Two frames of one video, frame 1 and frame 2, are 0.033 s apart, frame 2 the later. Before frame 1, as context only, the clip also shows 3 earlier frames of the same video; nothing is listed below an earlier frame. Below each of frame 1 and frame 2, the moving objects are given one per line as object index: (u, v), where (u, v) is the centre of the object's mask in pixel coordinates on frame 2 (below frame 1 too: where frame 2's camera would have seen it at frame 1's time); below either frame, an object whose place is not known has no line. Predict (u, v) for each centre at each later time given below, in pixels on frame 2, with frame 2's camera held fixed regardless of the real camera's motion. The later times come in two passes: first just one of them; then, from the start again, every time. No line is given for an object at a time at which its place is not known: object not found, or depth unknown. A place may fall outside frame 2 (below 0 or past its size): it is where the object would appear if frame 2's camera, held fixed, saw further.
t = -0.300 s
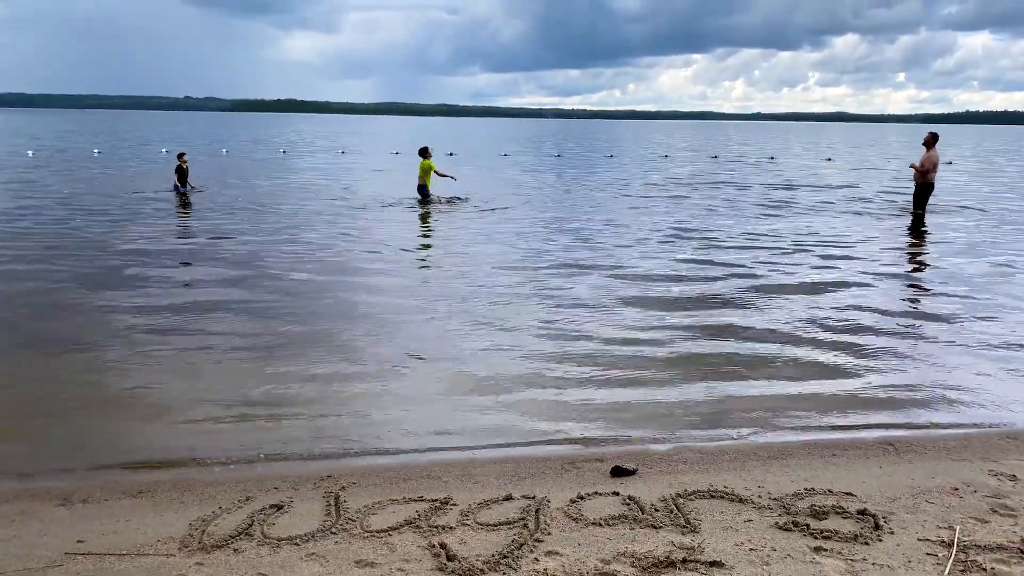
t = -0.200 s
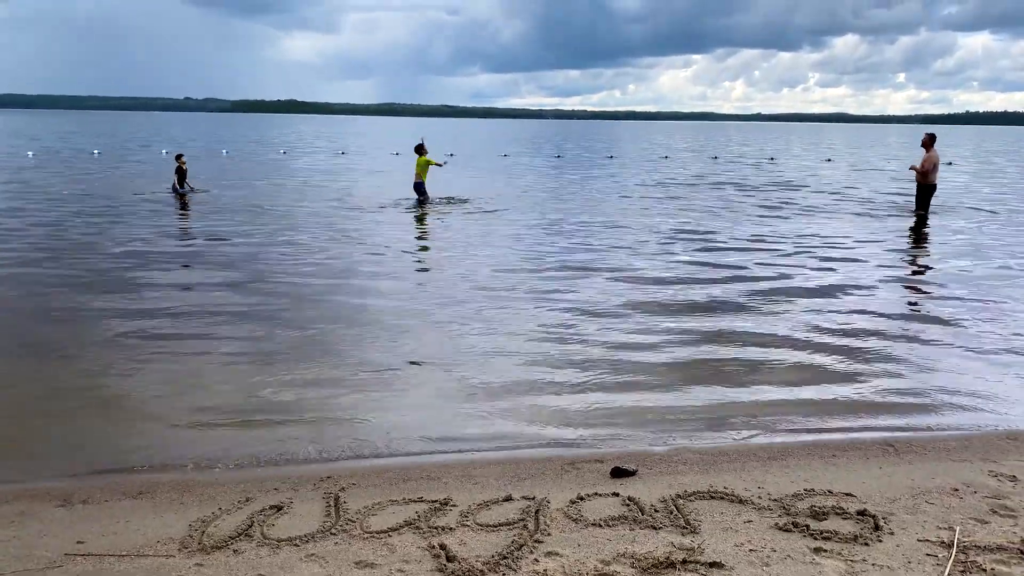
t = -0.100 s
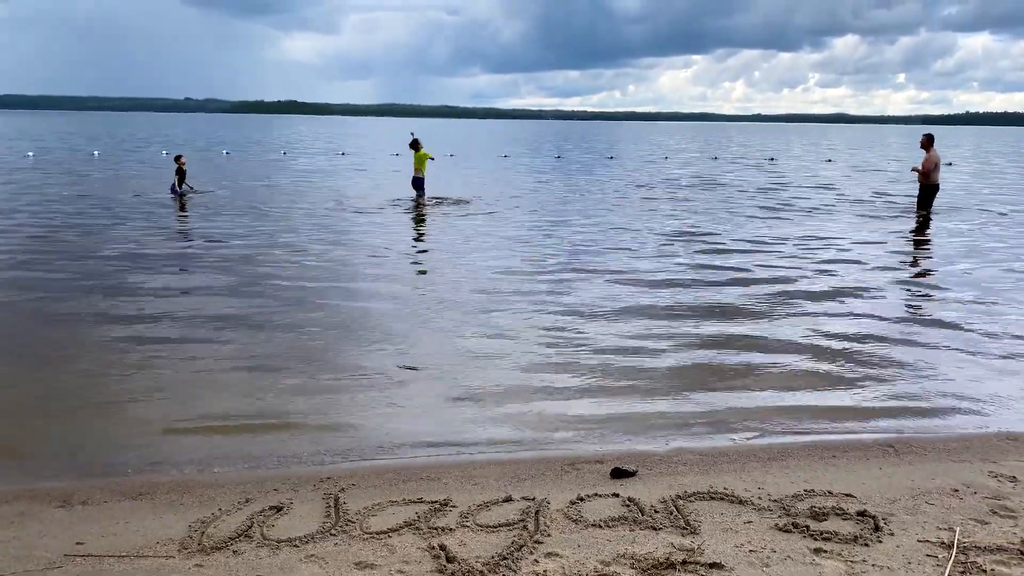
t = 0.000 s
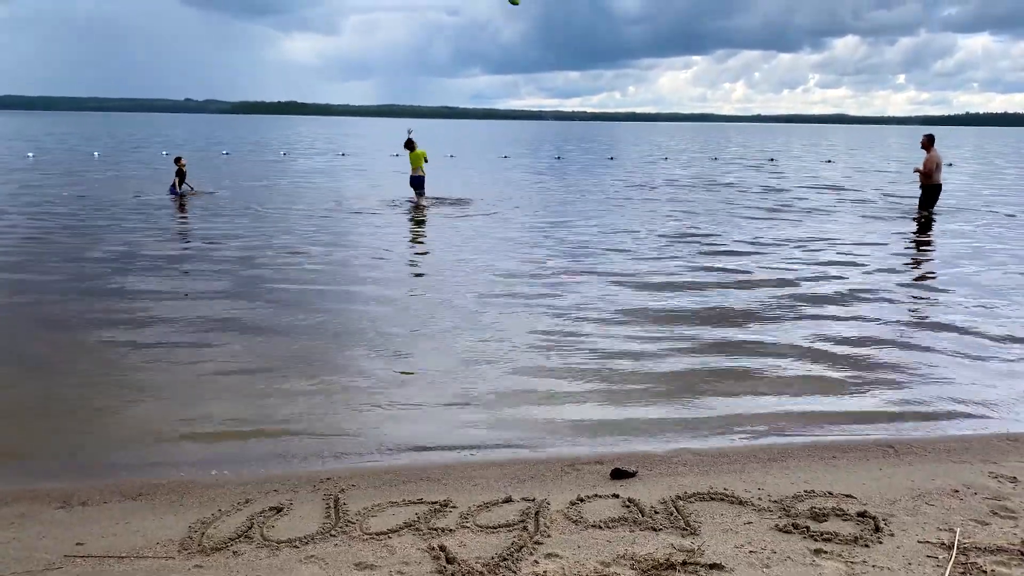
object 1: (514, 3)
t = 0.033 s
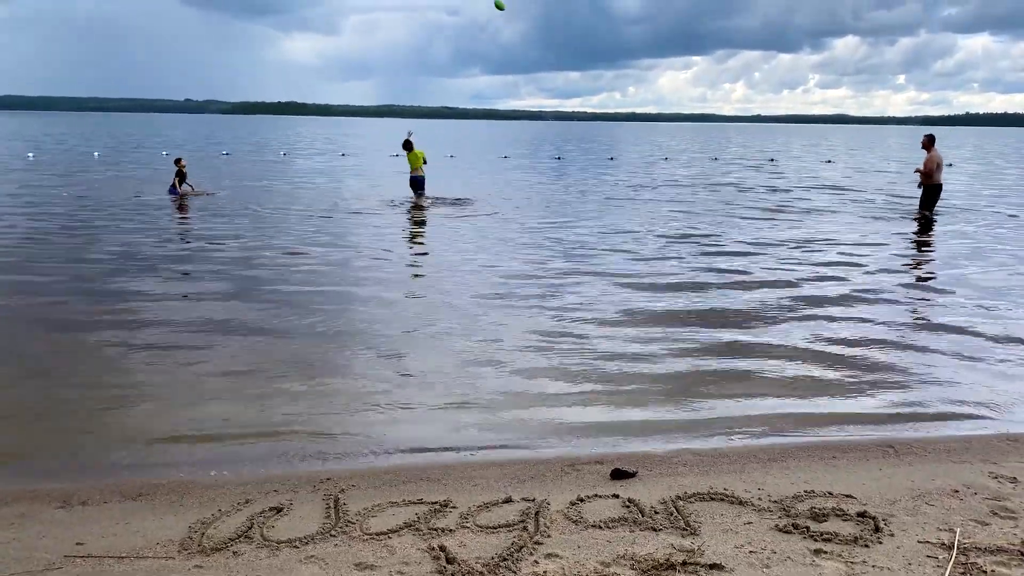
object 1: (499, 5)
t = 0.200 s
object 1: (433, 37)
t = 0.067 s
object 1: (486, 10)
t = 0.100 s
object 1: (472, 16)
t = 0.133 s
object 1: (459, 23)
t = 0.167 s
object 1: (446, 29)
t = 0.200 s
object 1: (433, 37)
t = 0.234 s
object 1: (420, 44)
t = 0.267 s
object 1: (407, 52)
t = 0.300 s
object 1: (395, 61)
